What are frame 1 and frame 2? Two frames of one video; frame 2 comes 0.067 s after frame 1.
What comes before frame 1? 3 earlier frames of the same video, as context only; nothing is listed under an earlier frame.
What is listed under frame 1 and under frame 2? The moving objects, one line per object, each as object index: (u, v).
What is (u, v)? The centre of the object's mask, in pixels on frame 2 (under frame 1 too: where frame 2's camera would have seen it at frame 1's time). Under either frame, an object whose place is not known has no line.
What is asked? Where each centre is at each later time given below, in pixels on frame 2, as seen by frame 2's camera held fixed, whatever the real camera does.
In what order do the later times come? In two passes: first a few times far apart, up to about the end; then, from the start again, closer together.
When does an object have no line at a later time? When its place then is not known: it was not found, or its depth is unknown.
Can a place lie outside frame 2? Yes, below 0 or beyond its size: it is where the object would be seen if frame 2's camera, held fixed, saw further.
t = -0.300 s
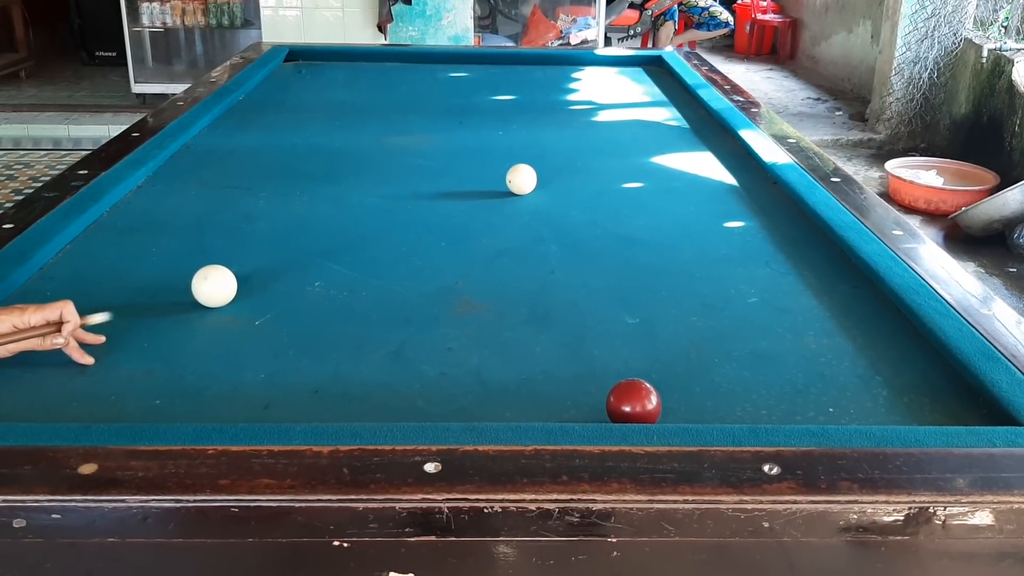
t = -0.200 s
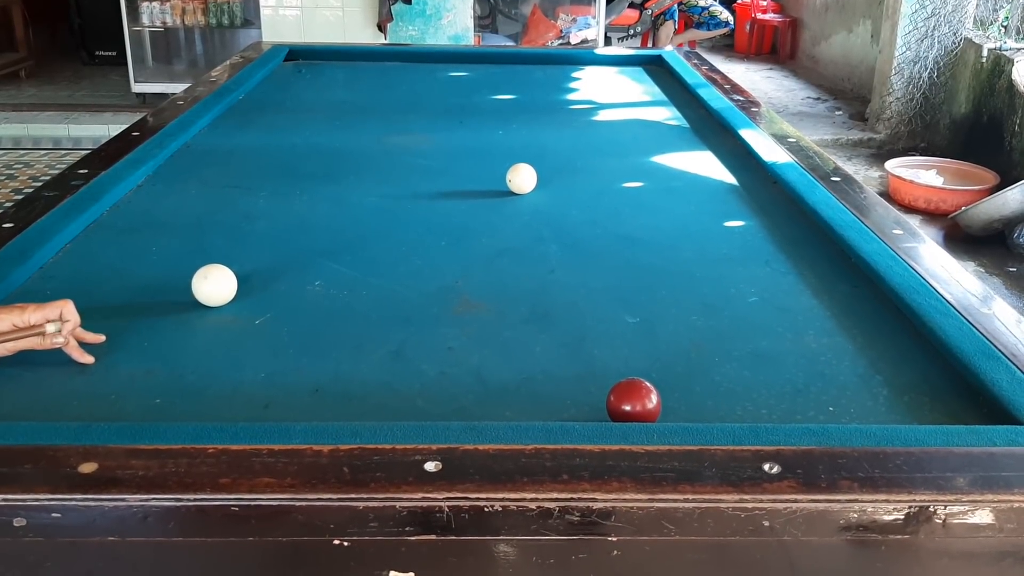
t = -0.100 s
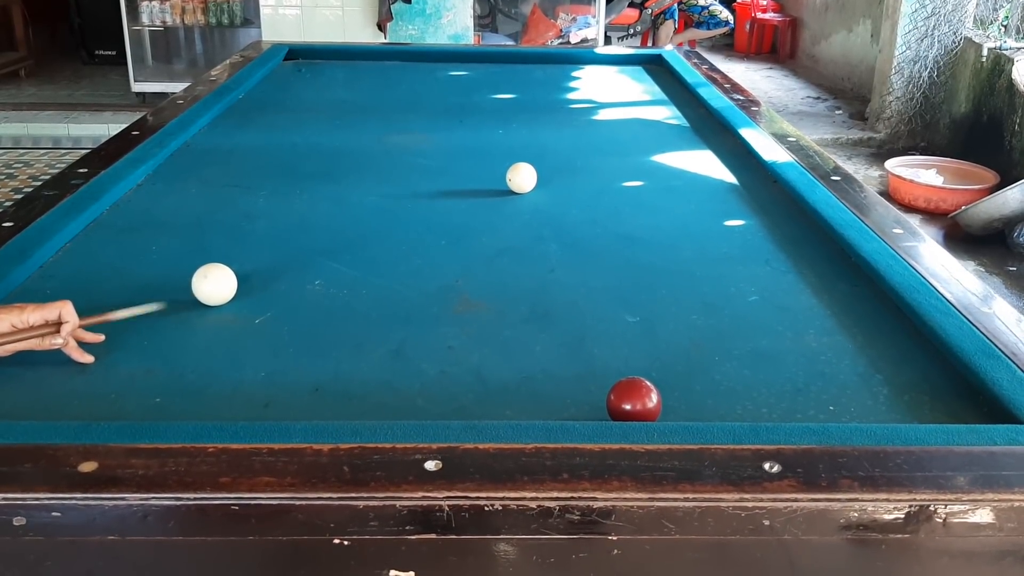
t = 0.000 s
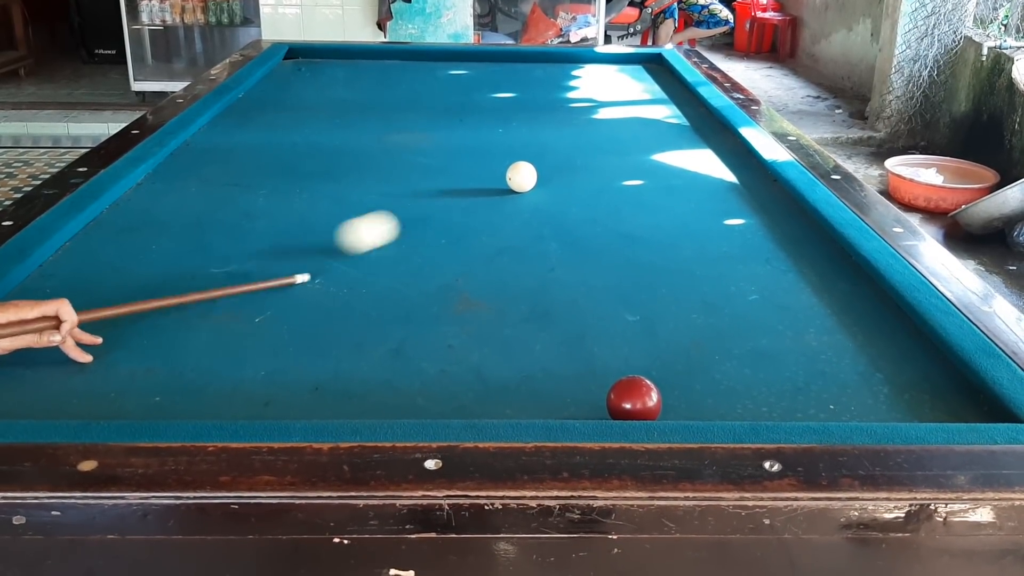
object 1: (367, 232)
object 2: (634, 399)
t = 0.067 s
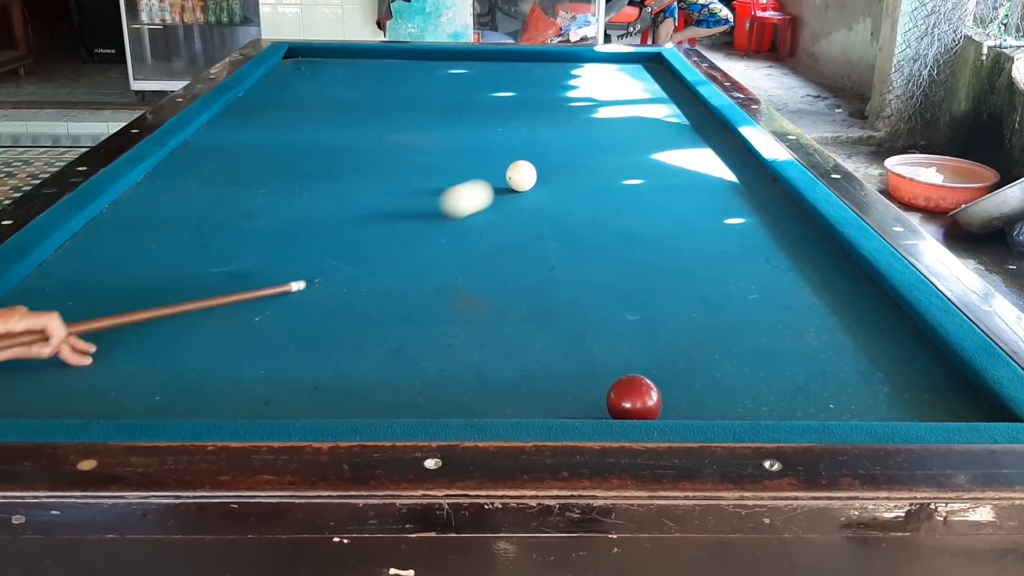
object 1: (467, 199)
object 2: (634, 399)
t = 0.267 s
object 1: (598, 195)
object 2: (634, 399)
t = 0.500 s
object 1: (704, 212)
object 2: (634, 399)
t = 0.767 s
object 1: (812, 236)
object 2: (634, 399)
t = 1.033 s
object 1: (783, 280)
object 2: (634, 399)
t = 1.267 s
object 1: (754, 327)
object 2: (634, 399)
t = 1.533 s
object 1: (714, 394)
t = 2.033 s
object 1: (673, 378)
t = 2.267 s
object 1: (666, 362)
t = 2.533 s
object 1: (658, 346)
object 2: (386, 361)
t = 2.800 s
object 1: (654, 333)
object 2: (328, 352)
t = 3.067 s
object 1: (652, 322)
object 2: (274, 344)
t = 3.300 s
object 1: (652, 315)
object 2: (230, 338)
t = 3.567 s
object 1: (653, 308)
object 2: (172, 351)
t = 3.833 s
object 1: (654, 302)
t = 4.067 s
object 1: (657, 299)
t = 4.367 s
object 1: (660, 297)
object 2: (11, 391)
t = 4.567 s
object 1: (662, 296)
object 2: (2, 379)
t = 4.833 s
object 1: (661, 295)
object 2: (-10, 364)
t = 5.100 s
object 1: (662, 295)
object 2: (-19, 352)
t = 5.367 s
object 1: (661, 295)
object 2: (-27, 342)
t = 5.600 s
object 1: (661, 295)
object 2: (-32, 335)
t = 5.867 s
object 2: (-21, 331)
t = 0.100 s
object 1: (502, 187)
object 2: (634, 399)
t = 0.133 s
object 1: (529, 186)
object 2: (634, 399)
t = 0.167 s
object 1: (549, 188)
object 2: (634, 399)
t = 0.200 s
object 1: (567, 190)
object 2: (634, 399)
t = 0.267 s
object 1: (598, 195)
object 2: (634, 399)
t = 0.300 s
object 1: (613, 197)
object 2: (634, 399)
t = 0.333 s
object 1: (628, 200)
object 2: (634, 399)
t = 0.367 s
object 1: (642, 202)
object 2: (634, 399)
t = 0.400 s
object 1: (658, 205)
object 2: (634, 399)
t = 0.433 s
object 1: (673, 207)
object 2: (634, 399)
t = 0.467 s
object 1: (689, 210)
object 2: (634, 399)
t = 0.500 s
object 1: (704, 212)
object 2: (634, 399)
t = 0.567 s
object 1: (737, 218)
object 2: (634, 399)
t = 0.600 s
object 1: (753, 220)
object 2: (634, 399)
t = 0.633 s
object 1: (769, 223)
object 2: (634, 399)
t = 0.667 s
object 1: (786, 225)
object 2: (634, 399)
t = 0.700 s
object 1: (802, 228)
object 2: (634, 399)
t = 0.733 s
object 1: (816, 231)
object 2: (634, 399)
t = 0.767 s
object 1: (812, 236)
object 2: (634, 399)
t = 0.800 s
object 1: (808, 241)
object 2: (634, 399)
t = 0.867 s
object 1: (801, 252)
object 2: (634, 399)
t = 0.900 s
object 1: (798, 257)
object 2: (634, 399)
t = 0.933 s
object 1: (794, 262)
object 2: (634, 399)
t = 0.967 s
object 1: (790, 268)
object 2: (634, 399)
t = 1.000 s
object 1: (787, 274)
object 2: (634, 399)
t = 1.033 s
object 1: (783, 280)
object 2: (634, 399)
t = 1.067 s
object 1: (779, 286)
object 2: (634, 399)
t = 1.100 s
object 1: (775, 292)
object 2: (634, 399)
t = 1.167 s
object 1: (767, 305)
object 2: (634, 399)
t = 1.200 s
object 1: (763, 312)
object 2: (634, 399)
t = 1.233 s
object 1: (759, 319)
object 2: (634, 399)
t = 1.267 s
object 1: (754, 327)
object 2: (634, 399)
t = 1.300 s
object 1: (750, 334)
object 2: (634, 399)
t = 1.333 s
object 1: (745, 342)
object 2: (634, 399)
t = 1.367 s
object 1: (740, 350)
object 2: (634, 399)
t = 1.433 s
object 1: (730, 367)
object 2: (634, 399)
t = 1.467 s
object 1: (725, 375)
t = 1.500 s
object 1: (720, 385)
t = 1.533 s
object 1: (714, 394)
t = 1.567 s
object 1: (709, 400)
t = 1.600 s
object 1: (703, 405)
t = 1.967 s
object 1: (676, 383)
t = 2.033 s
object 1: (673, 378)
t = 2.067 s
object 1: (672, 376)
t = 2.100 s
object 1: (671, 373)
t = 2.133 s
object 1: (670, 371)
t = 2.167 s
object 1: (669, 369)
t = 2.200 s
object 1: (668, 366)
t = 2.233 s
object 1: (667, 364)
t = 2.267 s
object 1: (666, 362)
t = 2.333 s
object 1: (664, 358)
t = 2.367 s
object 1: (663, 356)
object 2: (426, 368)
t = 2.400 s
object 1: (662, 354)
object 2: (417, 366)
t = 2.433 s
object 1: (661, 352)
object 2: (409, 365)
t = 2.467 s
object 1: (660, 350)
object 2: (402, 364)
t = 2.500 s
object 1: (659, 348)
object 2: (394, 362)
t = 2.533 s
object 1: (658, 346)
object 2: (386, 361)
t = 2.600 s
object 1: (657, 343)
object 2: (371, 359)
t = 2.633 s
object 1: (656, 341)
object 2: (364, 357)
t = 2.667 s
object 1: (656, 339)
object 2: (356, 356)
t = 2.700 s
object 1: (655, 338)
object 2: (349, 355)
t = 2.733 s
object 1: (654, 336)
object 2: (342, 354)
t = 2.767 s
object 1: (654, 334)
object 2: (335, 353)
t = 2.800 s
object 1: (654, 333)
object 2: (328, 352)
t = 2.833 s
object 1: (654, 332)
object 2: (321, 350)
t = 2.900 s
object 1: (653, 329)
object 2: (307, 349)
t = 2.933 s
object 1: (653, 328)
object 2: (300, 348)
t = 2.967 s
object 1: (653, 326)
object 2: (294, 346)
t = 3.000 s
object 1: (653, 325)
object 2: (287, 345)
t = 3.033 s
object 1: (652, 324)
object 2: (281, 345)
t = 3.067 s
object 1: (652, 322)
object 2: (274, 344)
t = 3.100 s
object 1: (652, 321)
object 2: (268, 343)
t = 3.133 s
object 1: (652, 320)
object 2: (261, 342)
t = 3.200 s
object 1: (652, 318)
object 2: (249, 340)
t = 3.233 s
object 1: (652, 317)
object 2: (243, 339)
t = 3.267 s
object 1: (652, 316)
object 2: (236, 339)
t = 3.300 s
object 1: (652, 315)
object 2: (230, 338)
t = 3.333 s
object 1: (652, 314)
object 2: (225, 337)
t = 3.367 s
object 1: (652, 313)
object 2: (219, 336)
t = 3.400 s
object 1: (652, 312)
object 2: (213, 335)
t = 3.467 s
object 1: (653, 310)
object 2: (200, 336)
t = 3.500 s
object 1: (653, 309)
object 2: (190, 342)
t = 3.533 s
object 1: (653, 308)
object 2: (181, 346)
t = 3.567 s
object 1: (653, 308)
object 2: (172, 351)
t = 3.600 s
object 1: (653, 307)
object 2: (163, 355)
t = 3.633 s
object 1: (653, 306)
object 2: (153, 359)
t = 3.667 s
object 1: (653, 305)
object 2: (143, 363)
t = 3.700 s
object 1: (653, 305)
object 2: (134, 368)
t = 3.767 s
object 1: (654, 304)
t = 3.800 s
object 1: (654, 303)
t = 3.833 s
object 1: (654, 302)
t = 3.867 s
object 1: (655, 302)
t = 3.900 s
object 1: (655, 301)
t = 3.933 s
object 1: (655, 301)
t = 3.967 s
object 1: (656, 300)
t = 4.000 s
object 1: (656, 300)
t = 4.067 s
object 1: (657, 299)
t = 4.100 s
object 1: (658, 299)
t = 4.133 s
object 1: (658, 298)
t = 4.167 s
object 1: (658, 298)
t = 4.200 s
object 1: (659, 298)
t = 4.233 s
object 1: (659, 298)
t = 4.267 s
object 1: (659, 297)
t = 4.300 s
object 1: (660, 297)
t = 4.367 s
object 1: (660, 297)
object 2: (11, 391)
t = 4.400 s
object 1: (660, 296)
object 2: (10, 389)
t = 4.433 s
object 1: (661, 296)
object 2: (8, 387)
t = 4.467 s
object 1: (661, 296)
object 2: (7, 385)
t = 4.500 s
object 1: (661, 296)
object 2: (5, 383)
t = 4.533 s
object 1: (662, 296)
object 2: (3, 381)
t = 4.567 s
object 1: (662, 296)
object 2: (2, 379)
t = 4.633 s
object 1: (662, 295)
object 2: (-1, 375)
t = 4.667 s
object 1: (662, 295)
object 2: (-2, 373)
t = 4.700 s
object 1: (662, 295)
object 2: (-4, 371)
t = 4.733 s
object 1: (662, 295)
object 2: (-6, 370)
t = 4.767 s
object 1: (661, 295)
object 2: (-7, 368)
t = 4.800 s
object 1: (661, 295)
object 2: (-8, 366)
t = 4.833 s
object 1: (661, 295)
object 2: (-10, 364)
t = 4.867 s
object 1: (661, 295)
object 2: (-11, 363)
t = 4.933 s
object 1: (661, 295)
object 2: (-14, 360)
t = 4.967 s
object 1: (661, 295)
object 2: (-15, 359)
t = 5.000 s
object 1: (661, 295)
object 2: (-16, 357)
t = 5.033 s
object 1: (662, 295)
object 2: (-17, 355)
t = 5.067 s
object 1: (662, 295)
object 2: (-18, 354)
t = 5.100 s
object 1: (662, 295)
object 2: (-19, 352)
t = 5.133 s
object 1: (662, 295)
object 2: (-20, 351)
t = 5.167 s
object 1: (662, 295)
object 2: (-21, 350)
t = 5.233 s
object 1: (662, 295)
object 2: (-23, 347)
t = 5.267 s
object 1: (662, 295)
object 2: (-24, 346)
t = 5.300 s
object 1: (661, 295)
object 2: (-25, 345)
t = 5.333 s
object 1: (661, 295)
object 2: (-26, 344)
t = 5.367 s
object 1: (661, 295)
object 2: (-27, 342)
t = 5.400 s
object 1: (661, 295)
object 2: (-28, 341)
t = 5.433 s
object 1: (661, 295)
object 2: (-29, 340)
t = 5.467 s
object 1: (661, 295)
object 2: (-30, 339)
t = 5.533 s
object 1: (661, 295)
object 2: (-31, 337)
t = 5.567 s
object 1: (661, 295)
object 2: (-32, 336)
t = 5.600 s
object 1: (661, 295)
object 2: (-32, 335)
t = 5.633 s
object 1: (661, 295)
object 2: (-31, 334)
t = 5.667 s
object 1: (661, 295)
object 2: (-30, 334)
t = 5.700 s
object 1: (661, 295)
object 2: (-28, 333)
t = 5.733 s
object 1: (661, 295)
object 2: (-27, 333)
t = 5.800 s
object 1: (661, 295)
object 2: (-24, 332)
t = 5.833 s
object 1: (661, 295)
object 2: (-23, 332)
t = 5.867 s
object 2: (-21, 331)
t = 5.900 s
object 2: (-20, 331)
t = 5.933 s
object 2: (-19, 331)
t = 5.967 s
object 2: (-18, 330)
